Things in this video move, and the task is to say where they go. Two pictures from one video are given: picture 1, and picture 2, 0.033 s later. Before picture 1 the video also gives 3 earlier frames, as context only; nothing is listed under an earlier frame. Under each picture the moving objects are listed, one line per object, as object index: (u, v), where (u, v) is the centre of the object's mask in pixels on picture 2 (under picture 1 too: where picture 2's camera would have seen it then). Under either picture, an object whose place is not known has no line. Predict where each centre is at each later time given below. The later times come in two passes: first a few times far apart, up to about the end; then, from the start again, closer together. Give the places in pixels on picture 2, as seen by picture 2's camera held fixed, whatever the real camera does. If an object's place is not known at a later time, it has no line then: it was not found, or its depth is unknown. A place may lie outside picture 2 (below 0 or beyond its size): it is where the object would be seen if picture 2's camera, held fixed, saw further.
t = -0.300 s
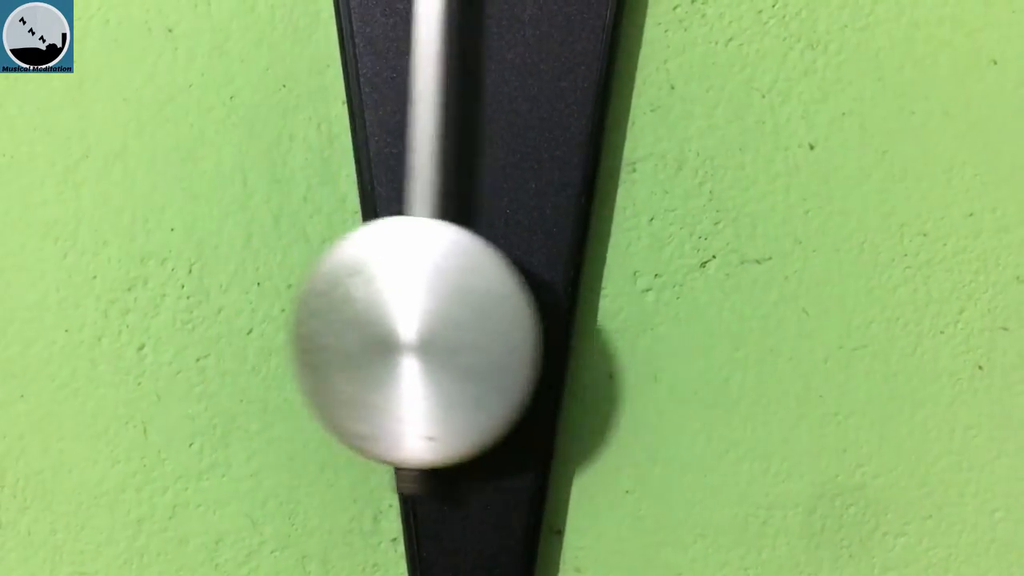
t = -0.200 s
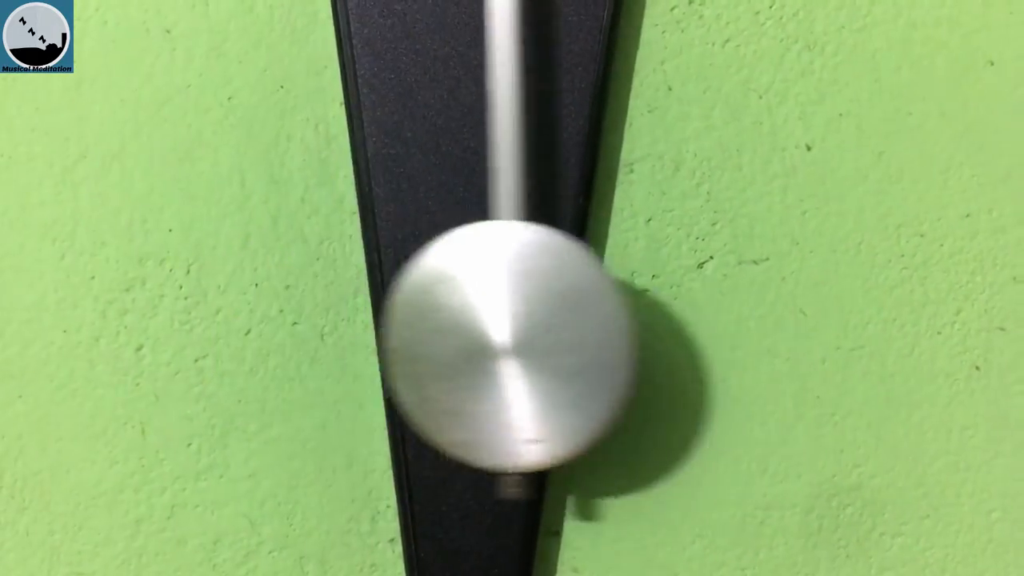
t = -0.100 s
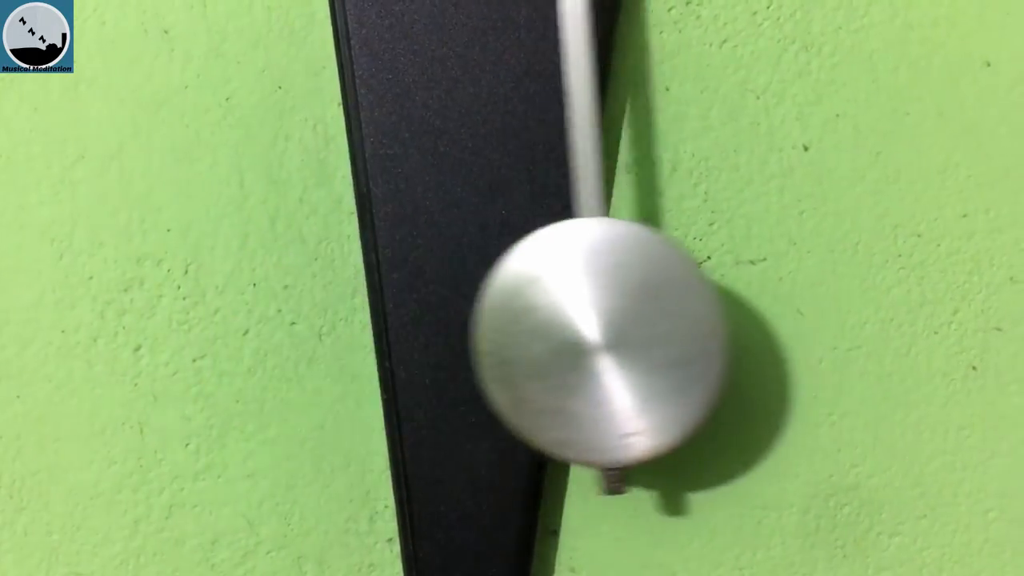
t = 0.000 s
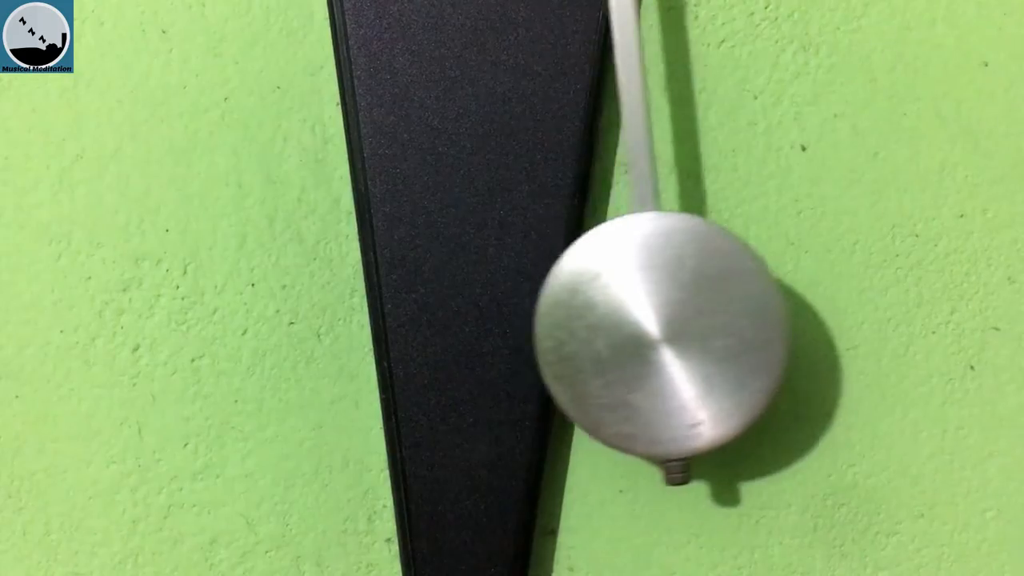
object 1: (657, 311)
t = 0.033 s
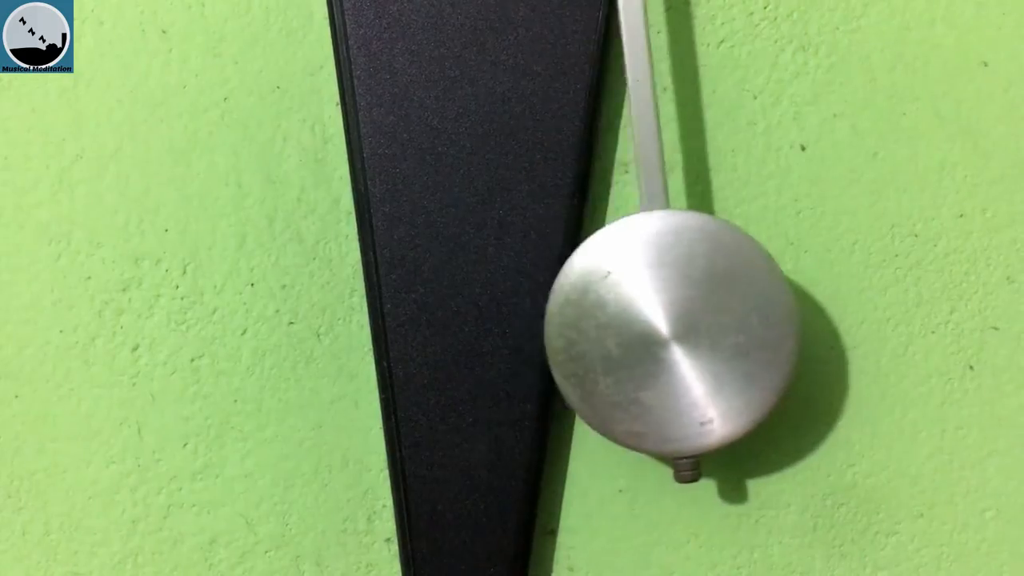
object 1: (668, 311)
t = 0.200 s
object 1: (635, 311)
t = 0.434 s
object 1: (443, 308)
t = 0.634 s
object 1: (316, 311)
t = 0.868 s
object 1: (400, 315)
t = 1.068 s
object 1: (578, 313)
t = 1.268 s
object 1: (662, 308)
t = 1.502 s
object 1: (536, 310)
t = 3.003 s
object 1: (321, 314)
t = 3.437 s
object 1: (585, 313)
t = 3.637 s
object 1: (655, 310)
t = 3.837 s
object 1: (550, 311)
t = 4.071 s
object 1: (360, 312)
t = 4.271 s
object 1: (327, 312)
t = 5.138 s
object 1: (449, 309)
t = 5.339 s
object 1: (328, 310)
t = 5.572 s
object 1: (401, 312)
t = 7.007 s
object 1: (609, 312)
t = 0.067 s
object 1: (673, 310)
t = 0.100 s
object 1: (672, 310)
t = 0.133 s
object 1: (665, 310)
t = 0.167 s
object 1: (653, 310)
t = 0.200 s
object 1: (635, 311)
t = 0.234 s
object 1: (614, 309)
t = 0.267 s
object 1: (588, 309)
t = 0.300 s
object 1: (560, 308)
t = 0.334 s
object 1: (531, 308)
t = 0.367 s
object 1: (501, 309)
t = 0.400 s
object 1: (473, 308)
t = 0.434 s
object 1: (443, 308)
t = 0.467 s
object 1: (415, 307)
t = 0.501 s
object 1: (388, 307)
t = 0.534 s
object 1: (363, 307)
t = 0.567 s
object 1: (344, 305)
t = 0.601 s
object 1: (327, 309)
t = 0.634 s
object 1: (316, 311)
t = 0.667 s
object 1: (311, 311)
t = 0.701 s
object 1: (311, 312)
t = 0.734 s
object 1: (318, 313)
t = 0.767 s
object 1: (332, 314)
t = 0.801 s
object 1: (350, 315)
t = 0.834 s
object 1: (372, 314)
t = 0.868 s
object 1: (400, 315)
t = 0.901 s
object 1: (429, 315)
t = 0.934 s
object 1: (459, 314)
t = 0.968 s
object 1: (490, 314)
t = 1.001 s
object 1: (520, 315)
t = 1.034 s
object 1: (550, 314)
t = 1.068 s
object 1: (578, 313)
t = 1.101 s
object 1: (603, 311)
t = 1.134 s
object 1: (625, 311)
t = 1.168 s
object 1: (642, 311)
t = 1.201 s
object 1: (654, 310)
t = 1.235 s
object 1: (661, 309)
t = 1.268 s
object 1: (662, 308)
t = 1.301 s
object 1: (657, 308)
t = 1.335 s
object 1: (648, 309)
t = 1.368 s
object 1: (632, 308)
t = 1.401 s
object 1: (613, 309)
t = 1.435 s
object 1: (590, 309)
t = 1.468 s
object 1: (564, 310)
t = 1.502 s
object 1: (536, 310)
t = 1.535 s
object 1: (506, 312)
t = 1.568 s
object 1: (478, 311)
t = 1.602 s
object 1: (449, 311)
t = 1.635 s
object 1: (421, 311)
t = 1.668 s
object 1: (393, 312)
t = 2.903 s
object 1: (359, 313)
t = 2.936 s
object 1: (341, 313)
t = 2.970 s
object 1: (329, 313)
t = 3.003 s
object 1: (321, 314)
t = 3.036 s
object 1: (320, 314)
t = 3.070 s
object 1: (324, 314)
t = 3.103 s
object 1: (333, 314)
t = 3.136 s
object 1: (348, 315)
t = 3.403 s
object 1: (559, 314)
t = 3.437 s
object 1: (585, 313)
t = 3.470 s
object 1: (608, 313)
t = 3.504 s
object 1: (627, 312)
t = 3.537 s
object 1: (642, 311)
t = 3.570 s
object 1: (651, 311)
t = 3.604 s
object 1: (656, 310)
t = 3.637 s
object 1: (655, 310)
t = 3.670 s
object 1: (648, 310)
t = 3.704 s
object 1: (637, 310)
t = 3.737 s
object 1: (620, 310)
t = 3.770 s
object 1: (600, 310)
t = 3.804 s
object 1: (576, 311)
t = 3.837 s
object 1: (550, 311)
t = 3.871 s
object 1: (521, 313)
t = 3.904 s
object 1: (493, 312)
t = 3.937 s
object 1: (465, 311)
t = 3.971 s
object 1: (437, 312)
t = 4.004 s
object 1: (409, 311)
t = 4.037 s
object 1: (383, 312)
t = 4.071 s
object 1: (360, 312)
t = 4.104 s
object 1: (341, 312)
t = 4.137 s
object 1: (327, 312)
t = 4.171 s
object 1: (319, 312)
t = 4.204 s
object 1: (316, 312)
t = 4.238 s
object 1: (319, 312)
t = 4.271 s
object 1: (327, 312)
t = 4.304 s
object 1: (341, 313)
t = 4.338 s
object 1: (360, 313)
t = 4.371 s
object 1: (382, 313)
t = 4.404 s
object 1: (409, 312)
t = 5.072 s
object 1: (503, 311)
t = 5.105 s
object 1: (476, 310)
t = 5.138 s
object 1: (449, 309)
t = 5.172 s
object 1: (421, 309)
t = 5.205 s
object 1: (395, 309)
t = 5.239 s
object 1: (372, 309)
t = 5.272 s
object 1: (353, 308)
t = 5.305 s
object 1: (338, 309)
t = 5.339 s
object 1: (328, 310)
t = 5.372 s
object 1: (323, 310)
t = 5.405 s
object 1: (324, 310)
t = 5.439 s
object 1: (330, 311)
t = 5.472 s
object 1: (340, 311)
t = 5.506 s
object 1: (357, 312)
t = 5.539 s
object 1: (376, 312)
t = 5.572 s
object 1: (401, 312)
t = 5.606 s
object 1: (427, 313)
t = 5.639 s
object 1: (454, 311)
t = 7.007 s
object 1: (609, 312)
